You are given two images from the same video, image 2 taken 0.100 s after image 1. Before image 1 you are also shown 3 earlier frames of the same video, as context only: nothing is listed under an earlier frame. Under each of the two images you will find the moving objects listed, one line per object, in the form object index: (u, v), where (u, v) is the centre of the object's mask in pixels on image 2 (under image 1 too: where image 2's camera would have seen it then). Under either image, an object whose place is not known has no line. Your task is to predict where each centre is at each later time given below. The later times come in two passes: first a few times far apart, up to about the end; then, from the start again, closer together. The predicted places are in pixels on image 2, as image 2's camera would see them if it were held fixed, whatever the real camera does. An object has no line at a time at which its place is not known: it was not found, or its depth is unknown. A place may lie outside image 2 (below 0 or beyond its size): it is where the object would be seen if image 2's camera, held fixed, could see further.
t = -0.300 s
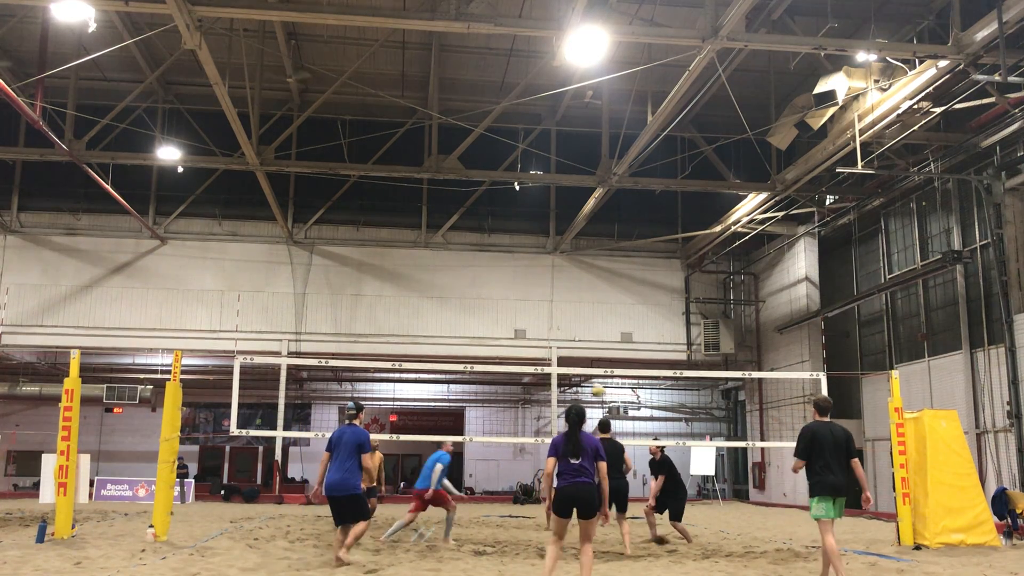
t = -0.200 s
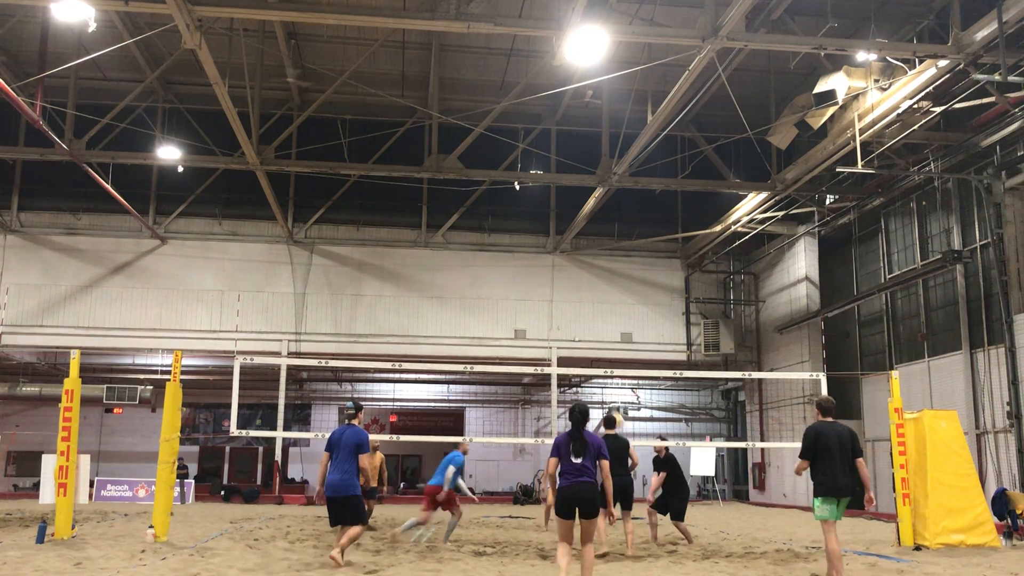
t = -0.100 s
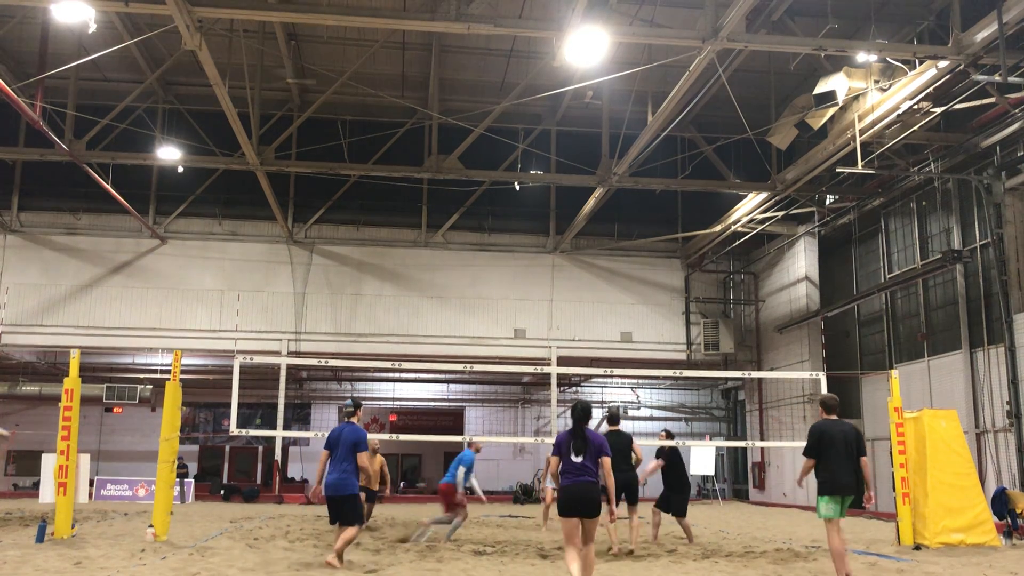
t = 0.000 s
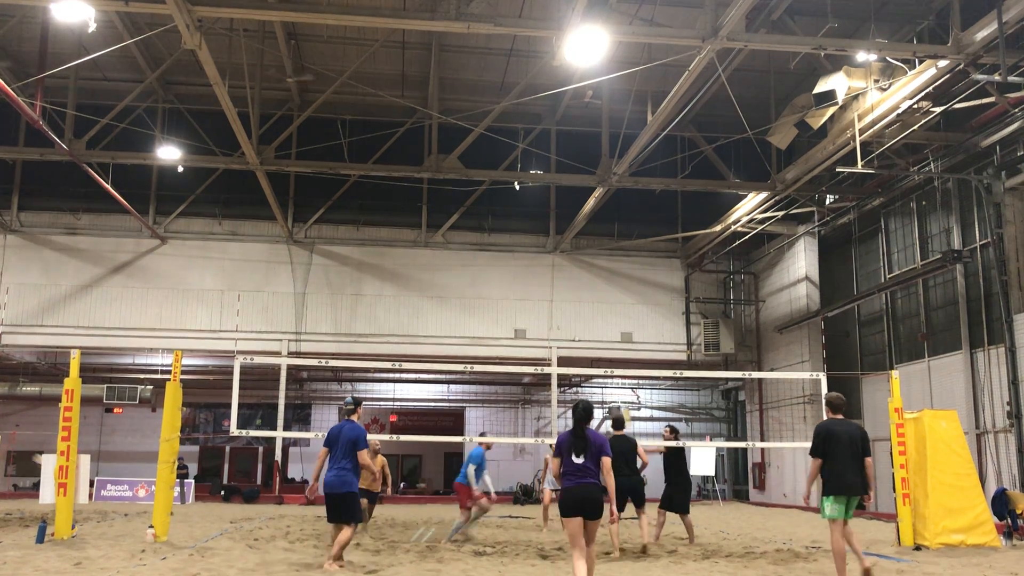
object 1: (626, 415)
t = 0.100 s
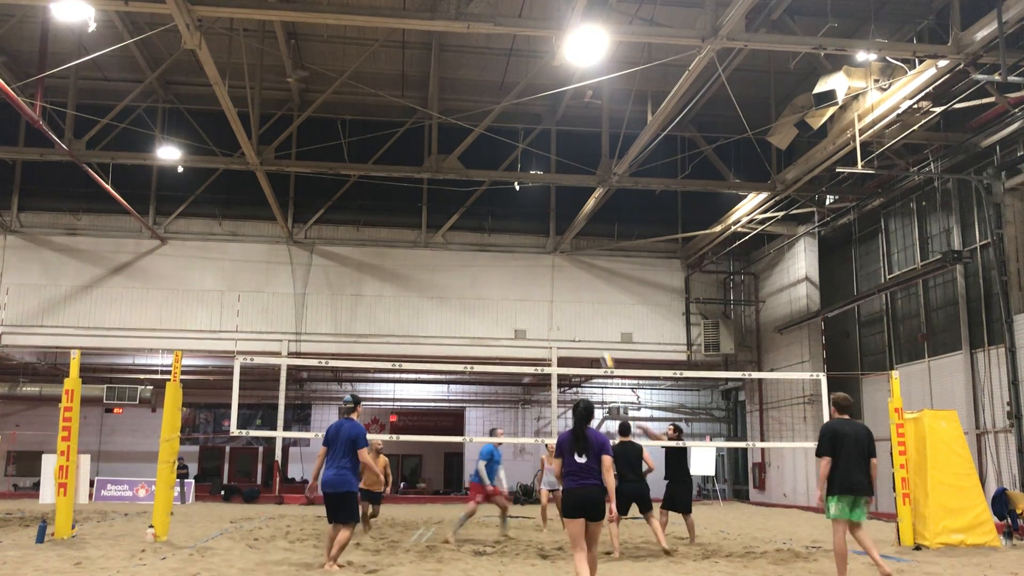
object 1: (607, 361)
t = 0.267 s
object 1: (579, 289)
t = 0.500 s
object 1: (543, 224)
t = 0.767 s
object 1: (504, 191)
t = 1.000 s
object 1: (469, 197)
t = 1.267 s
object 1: (430, 243)
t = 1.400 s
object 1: (411, 282)
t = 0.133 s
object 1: (602, 344)
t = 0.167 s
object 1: (596, 330)
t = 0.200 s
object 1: (590, 315)
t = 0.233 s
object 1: (585, 303)
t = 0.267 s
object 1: (579, 289)
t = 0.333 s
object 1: (569, 264)
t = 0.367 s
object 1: (564, 254)
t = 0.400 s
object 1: (559, 248)
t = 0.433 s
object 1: (553, 240)
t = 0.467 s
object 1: (548, 231)
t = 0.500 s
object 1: (543, 224)
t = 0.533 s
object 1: (538, 217)
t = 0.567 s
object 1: (533, 211)
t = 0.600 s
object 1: (528, 206)
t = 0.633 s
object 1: (524, 202)
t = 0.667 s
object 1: (519, 198)
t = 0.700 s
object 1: (514, 195)
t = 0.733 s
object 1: (509, 192)
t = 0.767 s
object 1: (504, 191)
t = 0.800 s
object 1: (499, 190)
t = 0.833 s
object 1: (494, 189)
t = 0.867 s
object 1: (489, 189)
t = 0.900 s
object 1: (484, 190)
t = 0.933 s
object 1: (479, 192)
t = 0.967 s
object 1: (474, 194)
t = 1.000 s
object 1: (469, 197)
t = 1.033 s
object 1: (464, 200)
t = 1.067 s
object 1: (459, 205)
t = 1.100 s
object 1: (455, 210)
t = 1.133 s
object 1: (450, 215)
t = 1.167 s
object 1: (444, 221)
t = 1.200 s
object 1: (440, 227)
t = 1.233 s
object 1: (435, 235)
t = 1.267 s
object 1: (430, 243)
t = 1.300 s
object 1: (426, 252)
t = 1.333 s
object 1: (421, 261)
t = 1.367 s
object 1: (416, 271)
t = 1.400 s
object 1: (411, 282)
